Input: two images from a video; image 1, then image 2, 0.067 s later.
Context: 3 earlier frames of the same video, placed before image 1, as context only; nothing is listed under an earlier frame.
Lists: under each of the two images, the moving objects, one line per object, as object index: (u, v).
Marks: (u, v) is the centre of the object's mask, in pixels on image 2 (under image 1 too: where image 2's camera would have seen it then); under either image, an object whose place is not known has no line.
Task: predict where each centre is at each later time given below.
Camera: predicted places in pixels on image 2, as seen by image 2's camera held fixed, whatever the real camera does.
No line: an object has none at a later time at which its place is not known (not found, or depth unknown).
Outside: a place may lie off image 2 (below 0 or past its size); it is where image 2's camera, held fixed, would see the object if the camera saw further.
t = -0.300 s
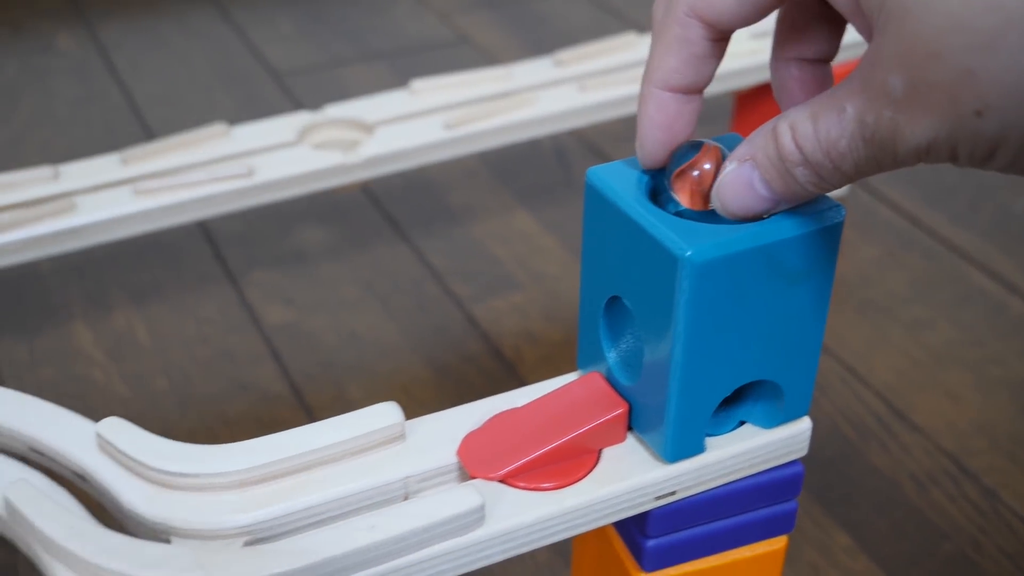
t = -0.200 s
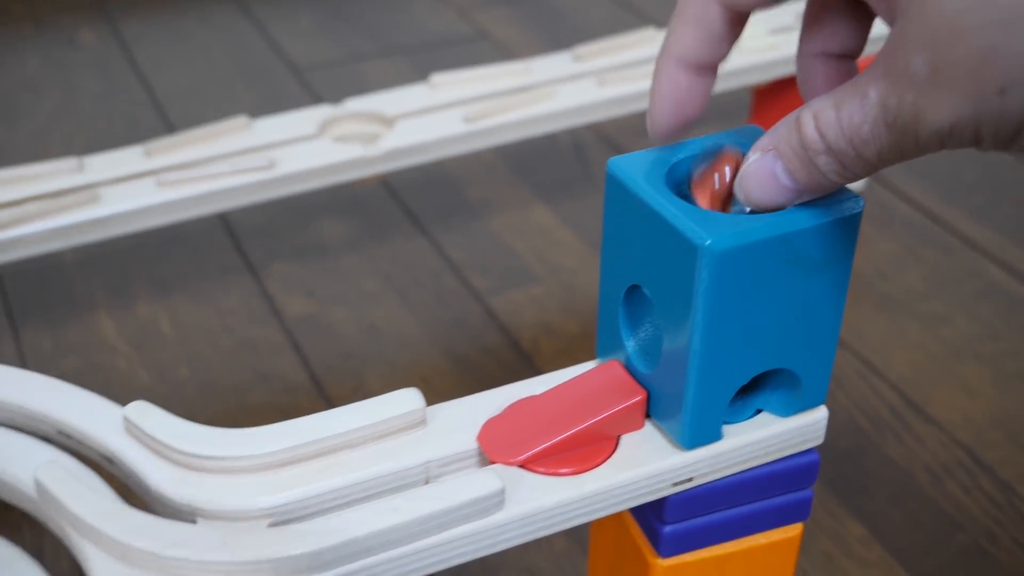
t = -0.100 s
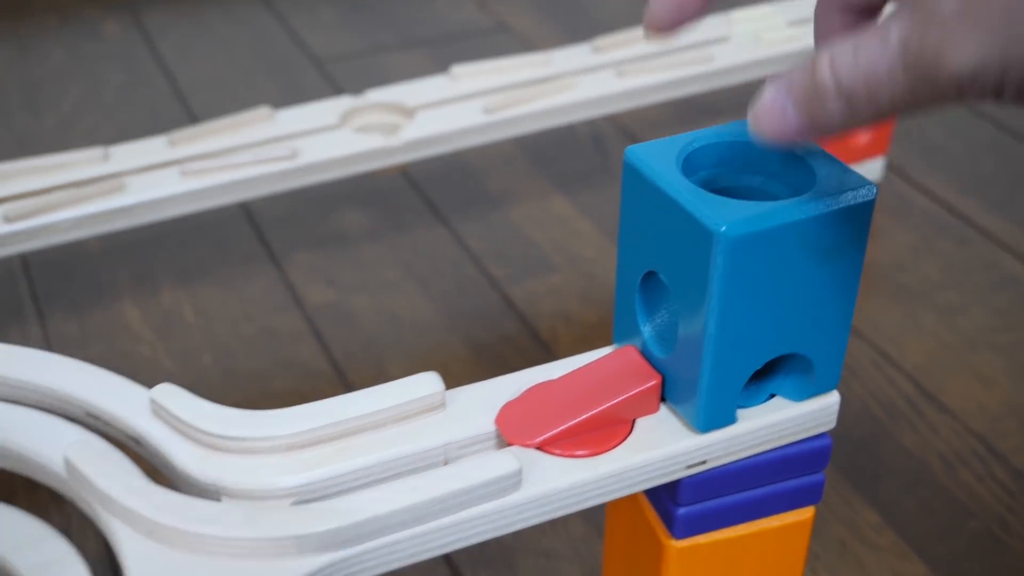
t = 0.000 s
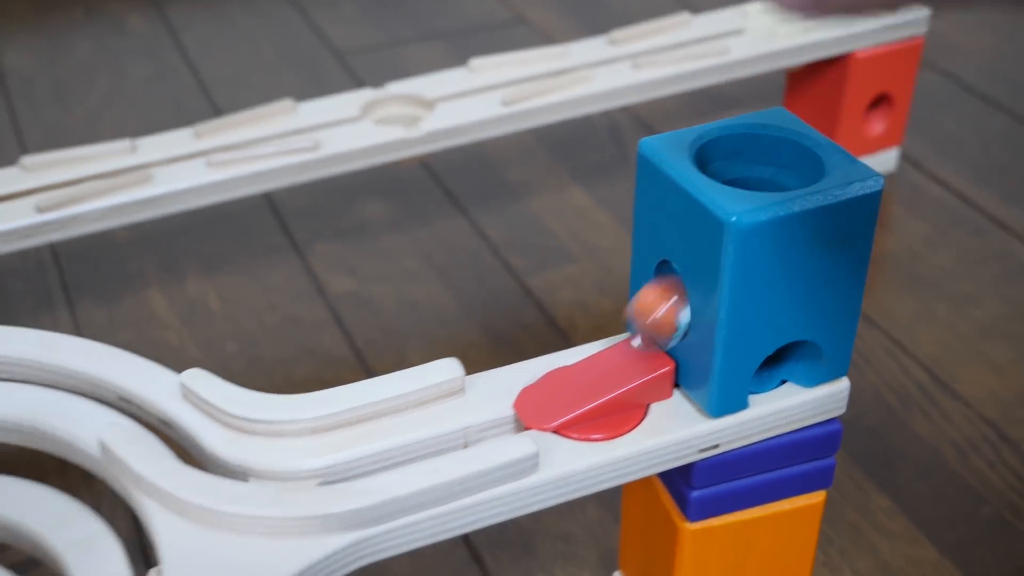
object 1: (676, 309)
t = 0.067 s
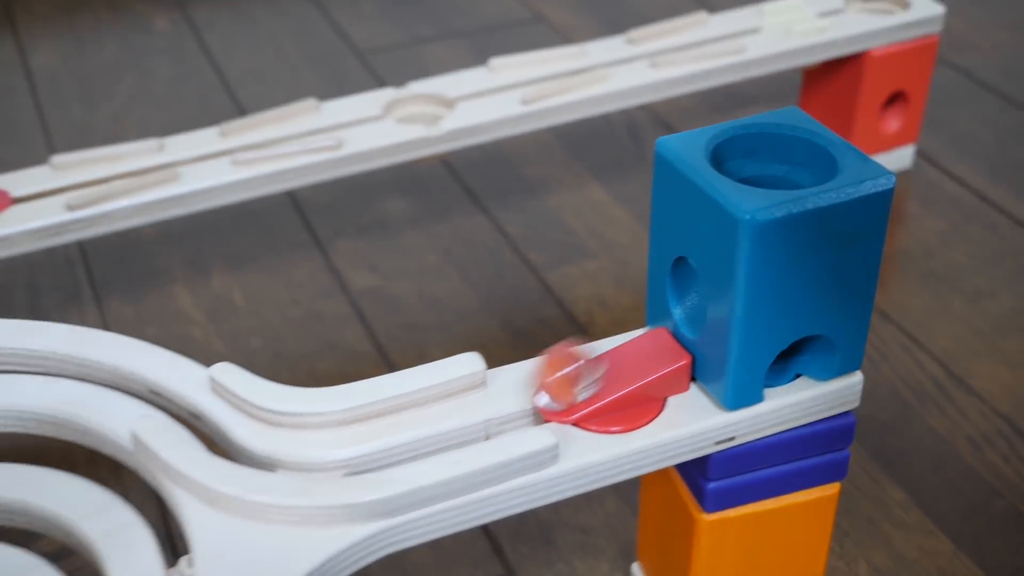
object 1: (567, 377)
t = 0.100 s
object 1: (496, 405)
